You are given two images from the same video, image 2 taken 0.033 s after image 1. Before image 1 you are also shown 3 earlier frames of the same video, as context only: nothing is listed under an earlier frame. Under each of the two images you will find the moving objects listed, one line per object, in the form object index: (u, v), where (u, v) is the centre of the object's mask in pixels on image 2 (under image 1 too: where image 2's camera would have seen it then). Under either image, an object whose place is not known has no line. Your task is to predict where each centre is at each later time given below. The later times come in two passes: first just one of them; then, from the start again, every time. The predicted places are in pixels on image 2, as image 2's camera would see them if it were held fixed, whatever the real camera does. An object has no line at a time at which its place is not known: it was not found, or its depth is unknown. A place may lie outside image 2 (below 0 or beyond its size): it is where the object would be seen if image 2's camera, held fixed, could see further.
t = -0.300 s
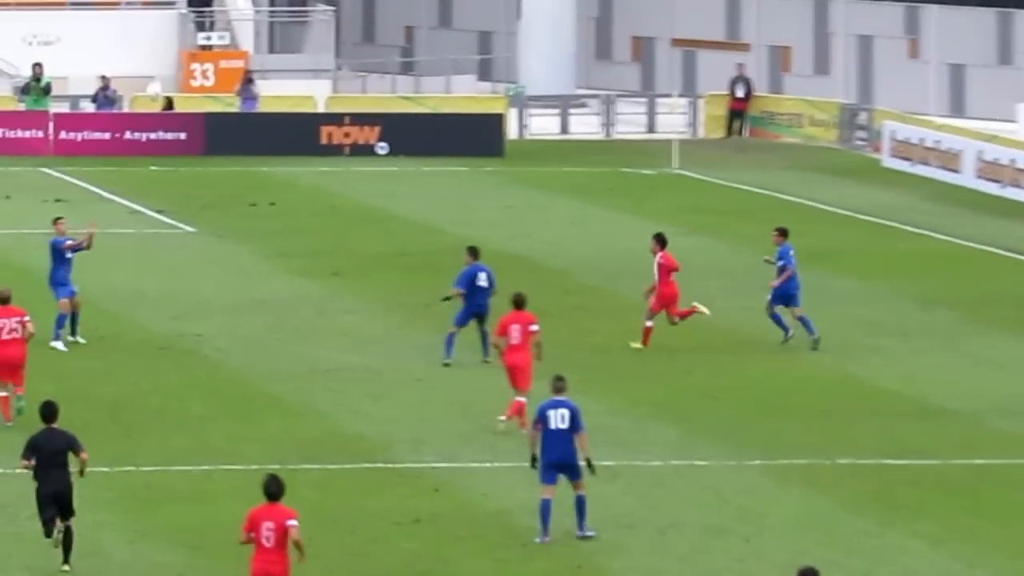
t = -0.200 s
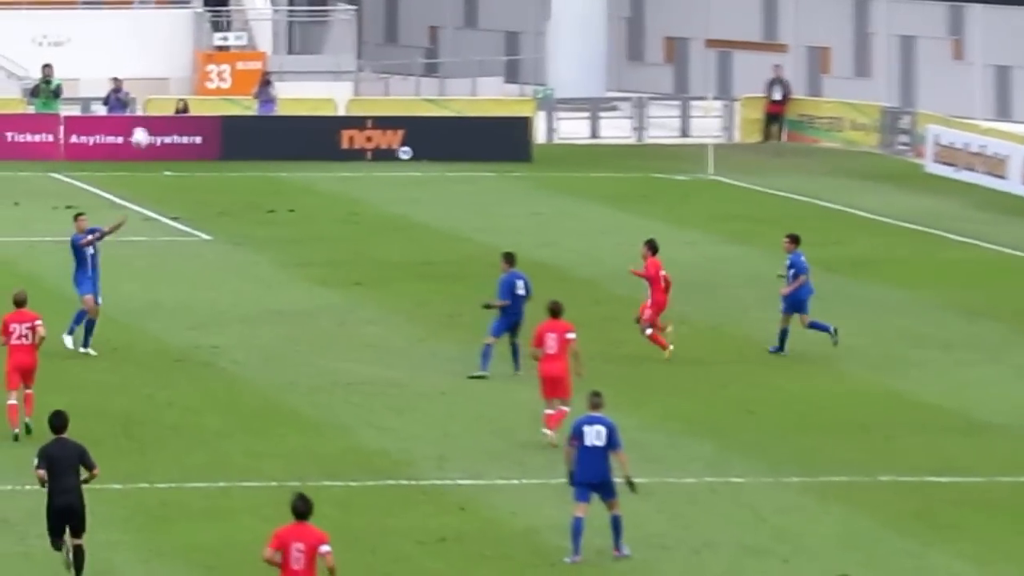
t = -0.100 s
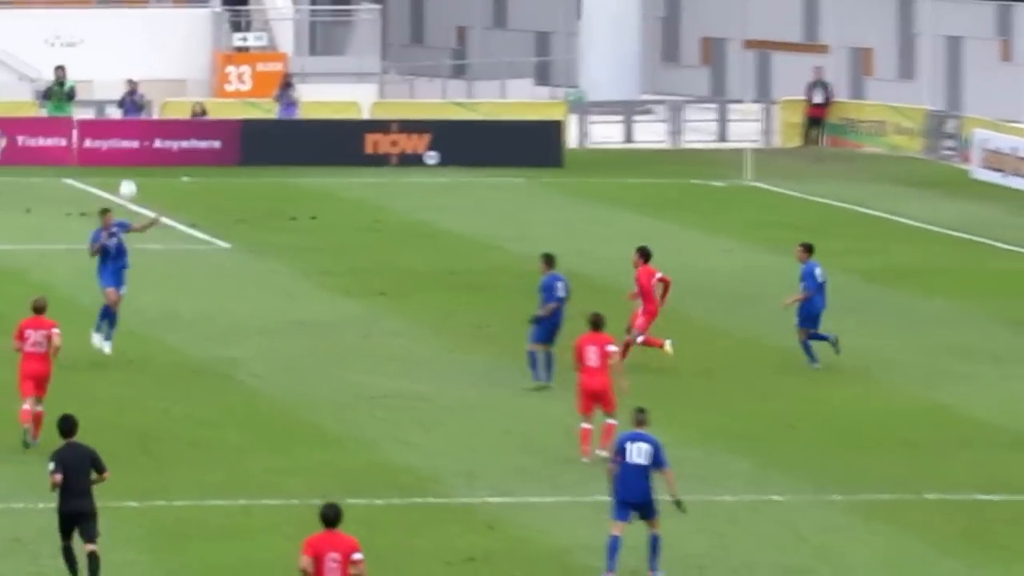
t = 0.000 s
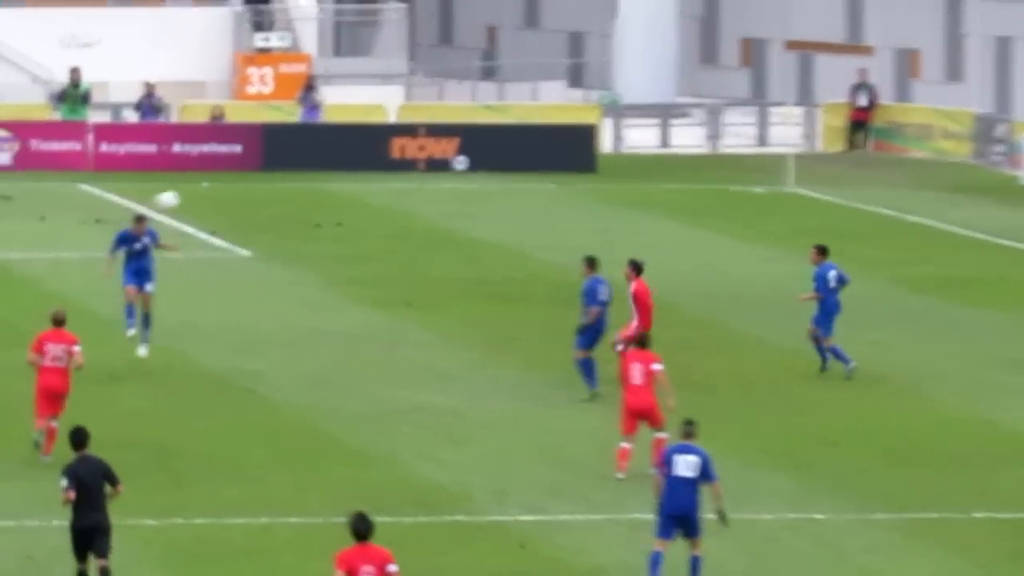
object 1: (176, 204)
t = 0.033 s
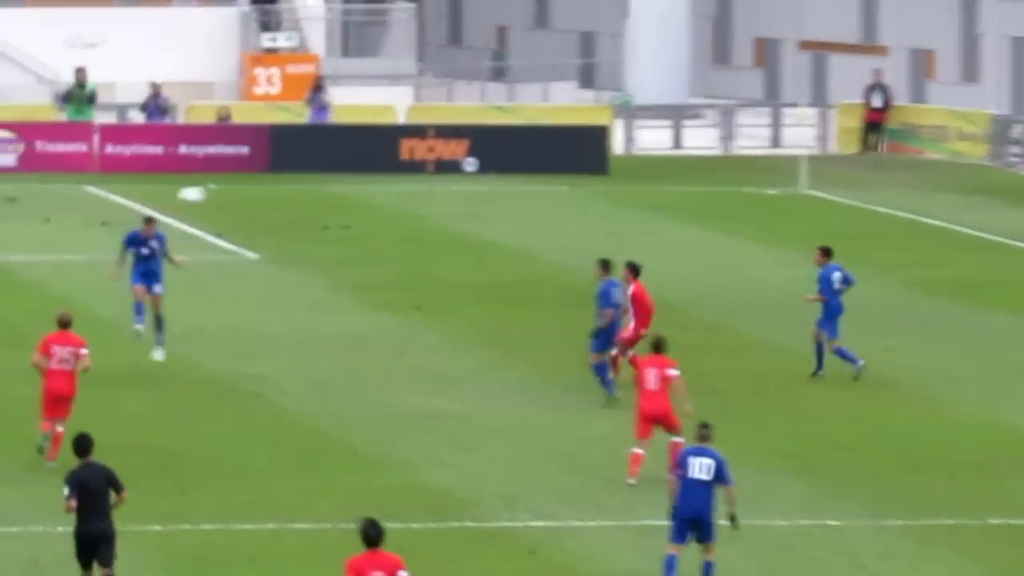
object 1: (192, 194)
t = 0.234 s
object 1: (296, 167)
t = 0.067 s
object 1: (208, 189)
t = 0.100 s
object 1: (224, 180)
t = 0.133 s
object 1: (241, 177)
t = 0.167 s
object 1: (259, 172)
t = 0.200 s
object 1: (278, 169)
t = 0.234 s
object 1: (296, 167)
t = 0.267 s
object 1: (313, 166)
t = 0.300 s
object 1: (333, 164)
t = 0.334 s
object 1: (352, 163)
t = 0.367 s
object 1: (371, 165)
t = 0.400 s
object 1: (391, 166)
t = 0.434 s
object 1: (411, 169)
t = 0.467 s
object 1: (430, 173)
